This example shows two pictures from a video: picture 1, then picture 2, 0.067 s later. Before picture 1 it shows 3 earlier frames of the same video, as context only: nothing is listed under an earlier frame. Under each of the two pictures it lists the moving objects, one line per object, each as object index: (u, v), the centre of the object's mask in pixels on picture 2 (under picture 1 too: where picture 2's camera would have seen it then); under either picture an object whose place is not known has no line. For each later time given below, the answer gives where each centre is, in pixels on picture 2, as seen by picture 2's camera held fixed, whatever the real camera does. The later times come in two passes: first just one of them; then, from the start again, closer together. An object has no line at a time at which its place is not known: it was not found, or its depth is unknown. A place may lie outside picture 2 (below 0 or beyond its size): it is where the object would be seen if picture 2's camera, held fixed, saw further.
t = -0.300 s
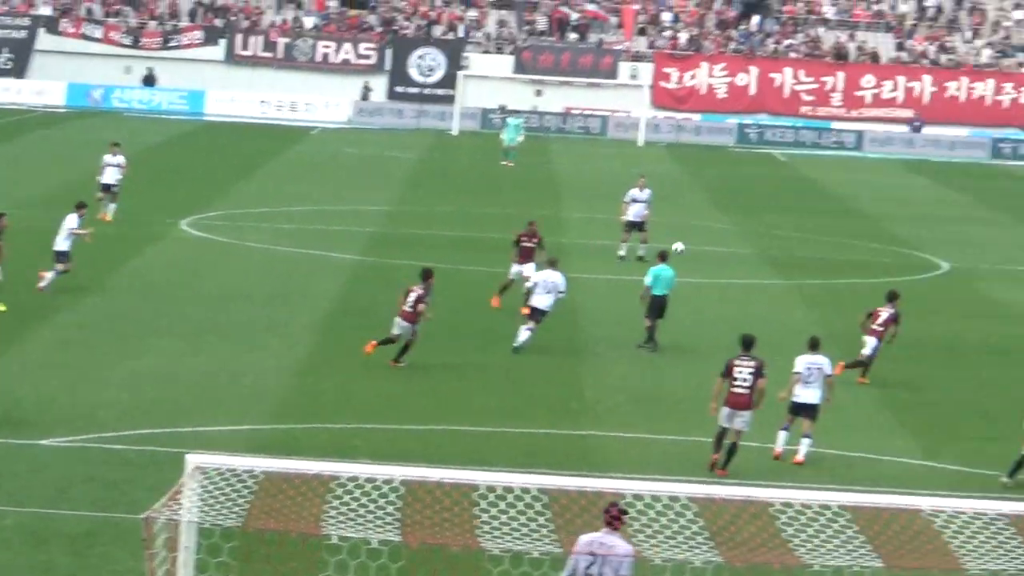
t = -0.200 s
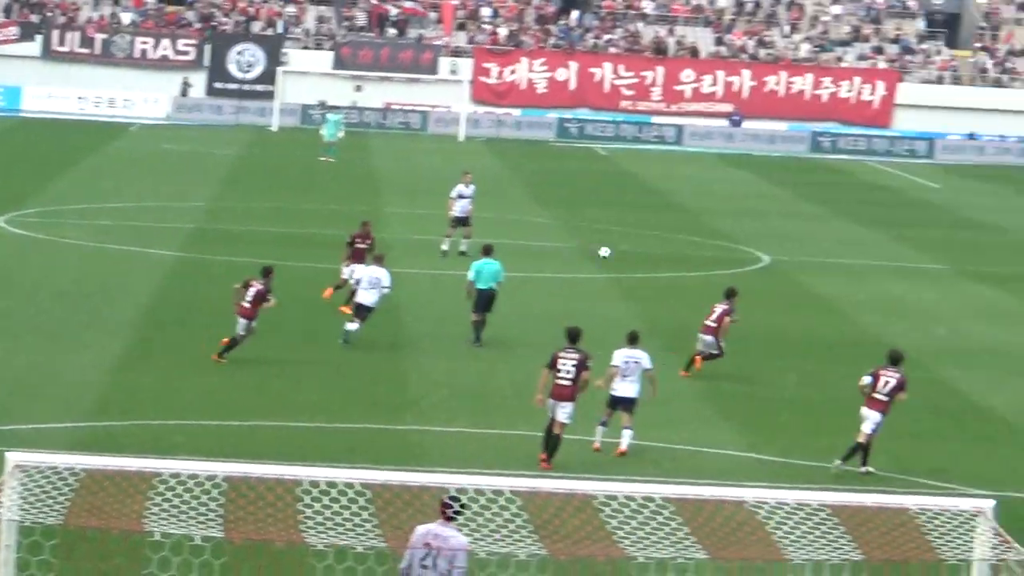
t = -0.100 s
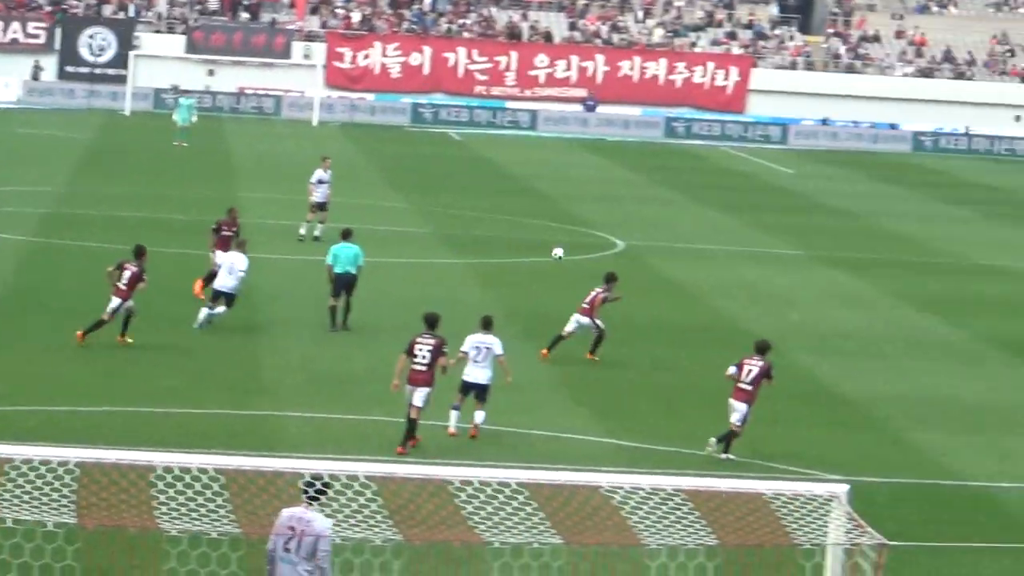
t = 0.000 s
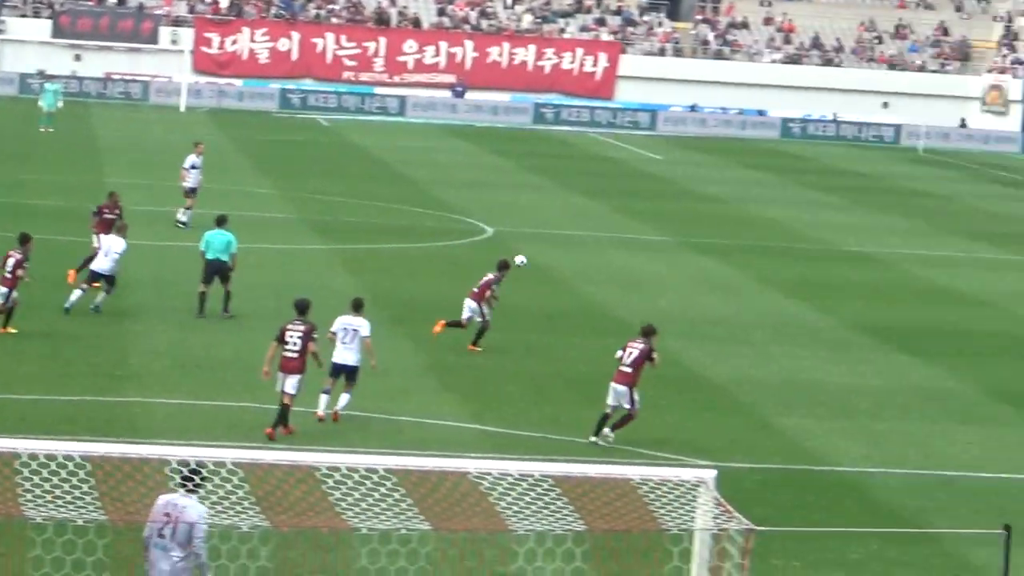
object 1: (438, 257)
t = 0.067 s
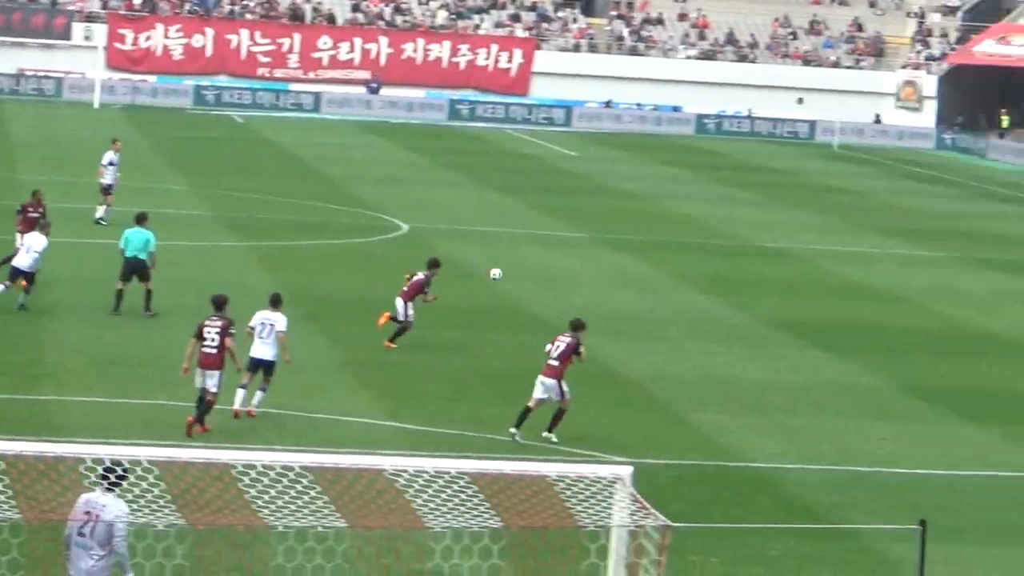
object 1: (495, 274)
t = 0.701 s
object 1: (916, 282)
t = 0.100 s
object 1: (523, 283)
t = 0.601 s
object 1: (857, 275)
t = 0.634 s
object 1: (877, 277)
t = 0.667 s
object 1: (896, 279)
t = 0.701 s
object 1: (916, 282)
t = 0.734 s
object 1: (935, 285)
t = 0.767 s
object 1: (954, 288)
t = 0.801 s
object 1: (973, 294)
